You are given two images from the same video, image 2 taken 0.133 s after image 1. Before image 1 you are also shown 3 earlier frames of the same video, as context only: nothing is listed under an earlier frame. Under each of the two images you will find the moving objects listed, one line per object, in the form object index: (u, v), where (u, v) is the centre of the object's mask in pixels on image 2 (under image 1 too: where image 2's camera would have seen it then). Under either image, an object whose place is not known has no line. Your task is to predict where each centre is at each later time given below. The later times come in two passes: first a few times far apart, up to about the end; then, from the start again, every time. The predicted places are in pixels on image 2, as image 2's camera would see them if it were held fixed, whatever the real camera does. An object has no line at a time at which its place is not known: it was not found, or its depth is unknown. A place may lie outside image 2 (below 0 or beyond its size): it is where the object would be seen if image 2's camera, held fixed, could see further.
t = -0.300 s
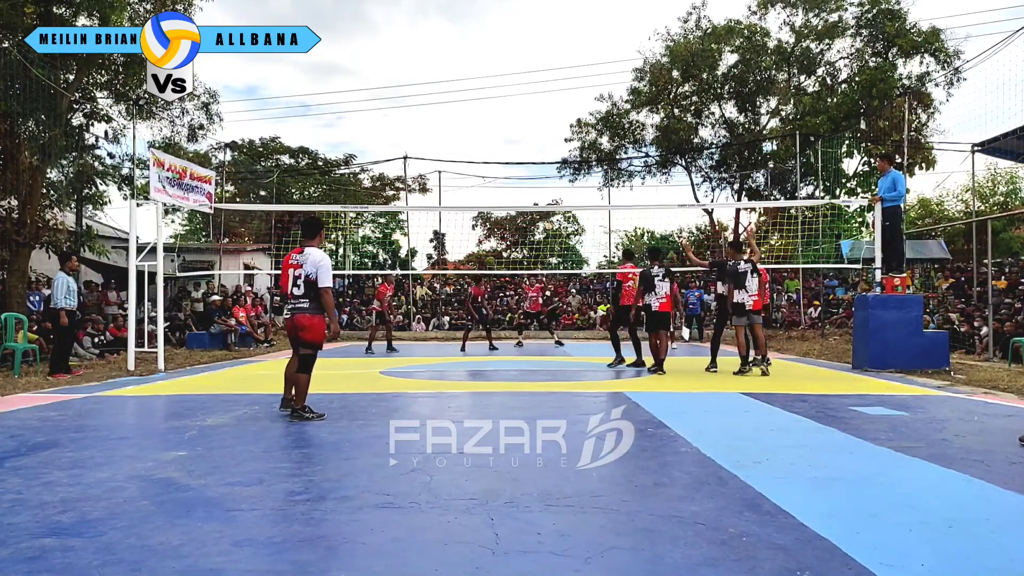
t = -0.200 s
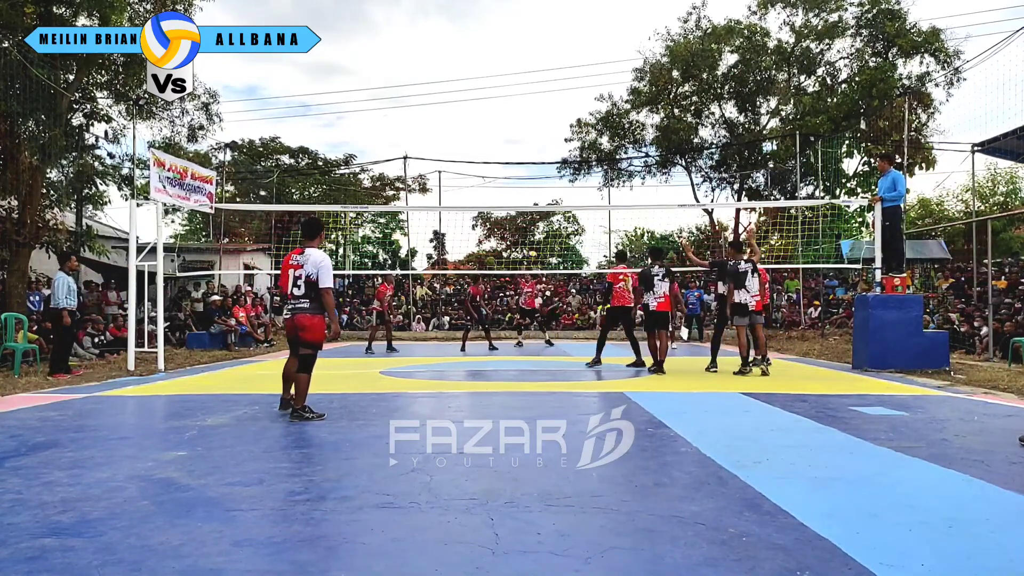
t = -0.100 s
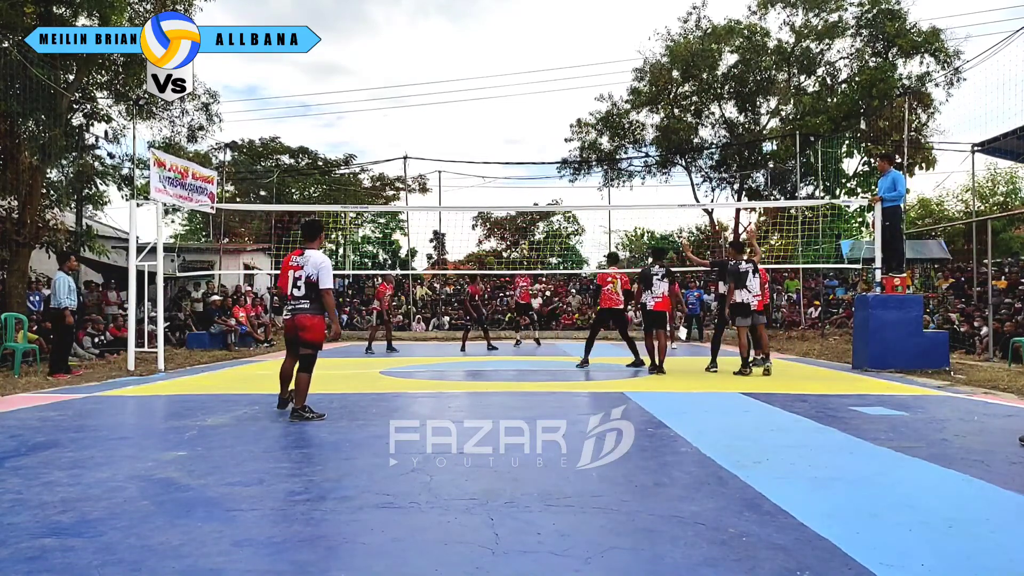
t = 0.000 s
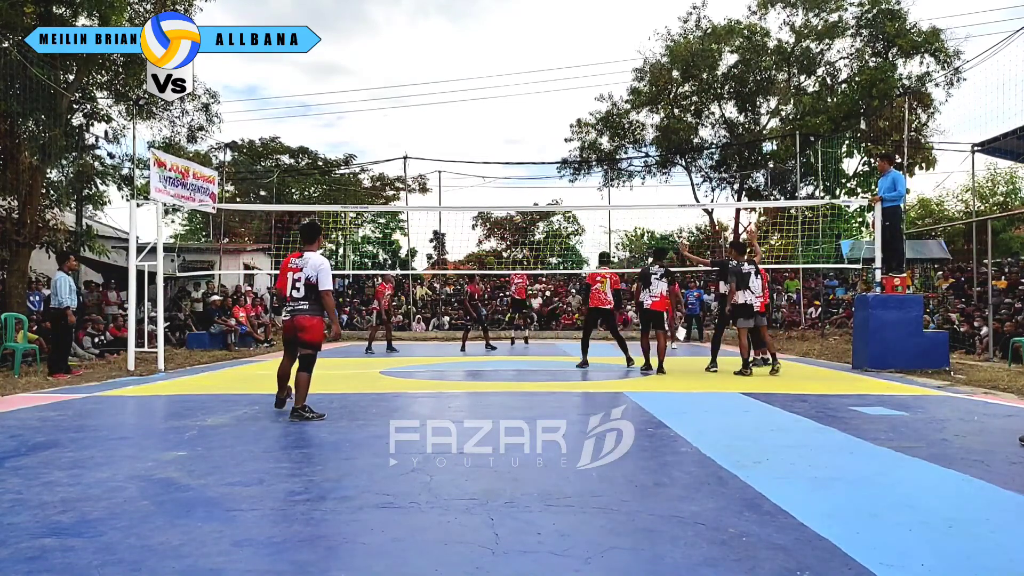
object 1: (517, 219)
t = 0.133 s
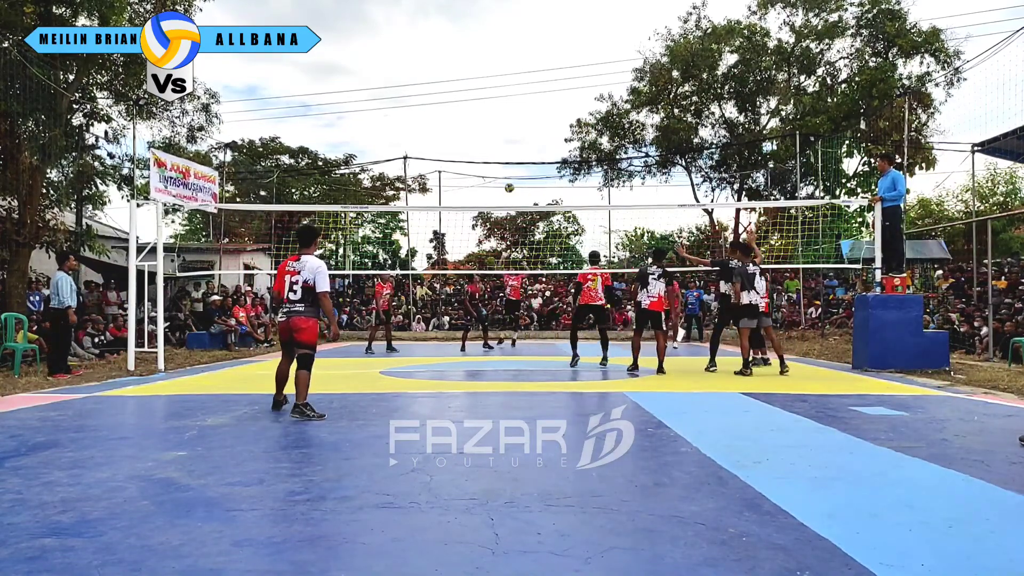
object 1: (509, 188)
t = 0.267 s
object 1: (500, 161)
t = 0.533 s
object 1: (483, 136)
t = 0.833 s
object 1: (462, 148)
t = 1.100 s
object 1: (442, 202)
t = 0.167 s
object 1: (506, 178)
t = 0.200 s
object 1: (503, 169)
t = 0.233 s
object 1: (502, 166)
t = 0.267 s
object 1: (500, 161)
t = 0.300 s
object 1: (498, 156)
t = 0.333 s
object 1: (496, 152)
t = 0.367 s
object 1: (492, 146)
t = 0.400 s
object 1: (491, 144)
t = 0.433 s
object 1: (489, 142)
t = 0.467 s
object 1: (487, 139)
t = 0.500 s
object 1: (485, 137)
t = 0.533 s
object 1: (483, 136)
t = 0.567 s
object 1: (480, 135)
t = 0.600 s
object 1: (478, 135)
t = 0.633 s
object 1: (476, 135)
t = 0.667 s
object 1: (474, 136)
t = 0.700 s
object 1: (472, 137)
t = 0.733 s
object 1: (469, 139)
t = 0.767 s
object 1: (467, 141)
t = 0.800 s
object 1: (465, 144)
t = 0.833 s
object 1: (462, 148)
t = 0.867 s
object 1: (460, 152)
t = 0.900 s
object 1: (456, 159)
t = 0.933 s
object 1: (454, 165)
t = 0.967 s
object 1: (451, 171)
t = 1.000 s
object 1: (448, 178)
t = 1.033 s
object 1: (446, 186)
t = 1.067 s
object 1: (444, 195)
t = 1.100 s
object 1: (442, 202)
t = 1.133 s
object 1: (439, 215)
